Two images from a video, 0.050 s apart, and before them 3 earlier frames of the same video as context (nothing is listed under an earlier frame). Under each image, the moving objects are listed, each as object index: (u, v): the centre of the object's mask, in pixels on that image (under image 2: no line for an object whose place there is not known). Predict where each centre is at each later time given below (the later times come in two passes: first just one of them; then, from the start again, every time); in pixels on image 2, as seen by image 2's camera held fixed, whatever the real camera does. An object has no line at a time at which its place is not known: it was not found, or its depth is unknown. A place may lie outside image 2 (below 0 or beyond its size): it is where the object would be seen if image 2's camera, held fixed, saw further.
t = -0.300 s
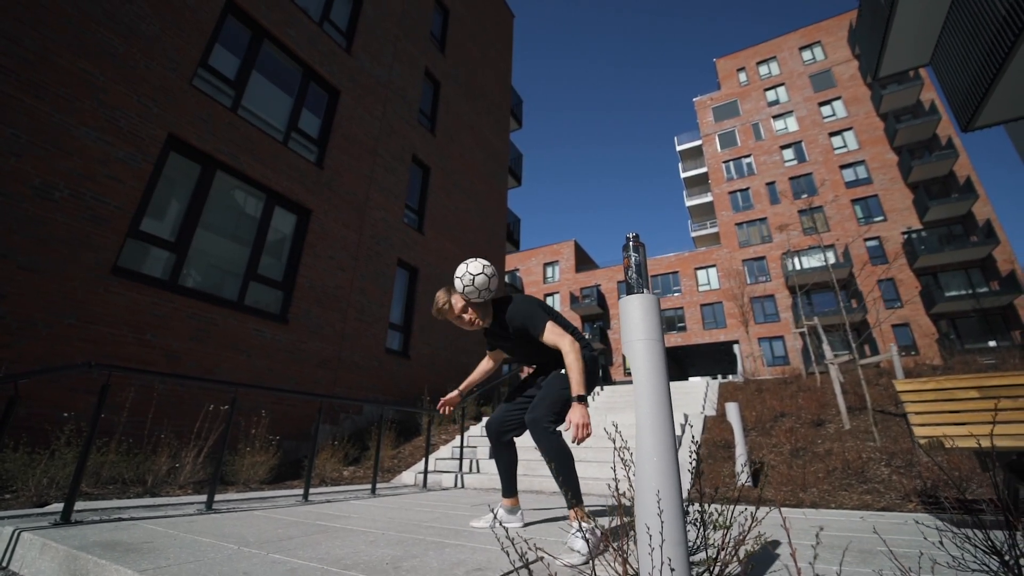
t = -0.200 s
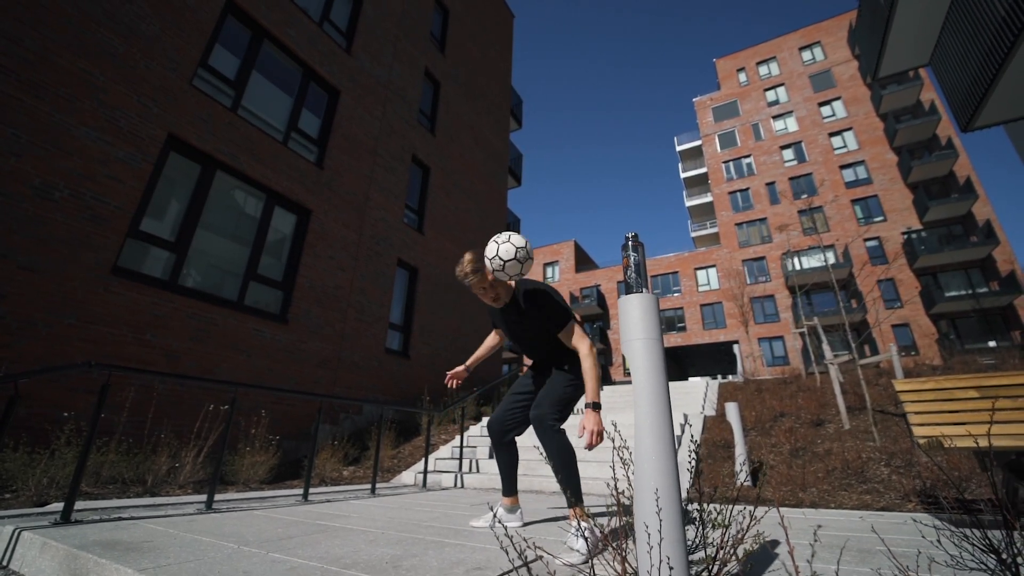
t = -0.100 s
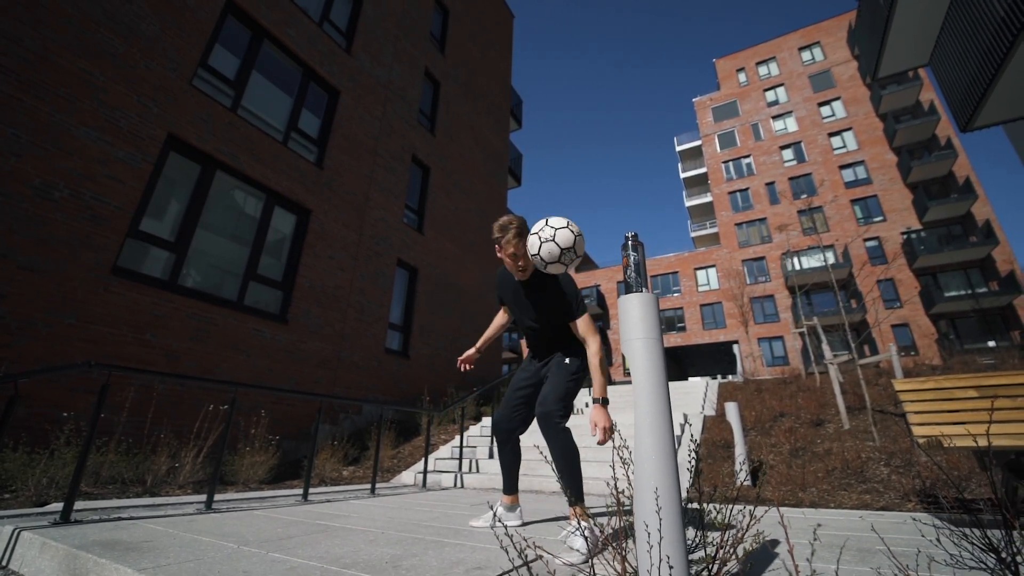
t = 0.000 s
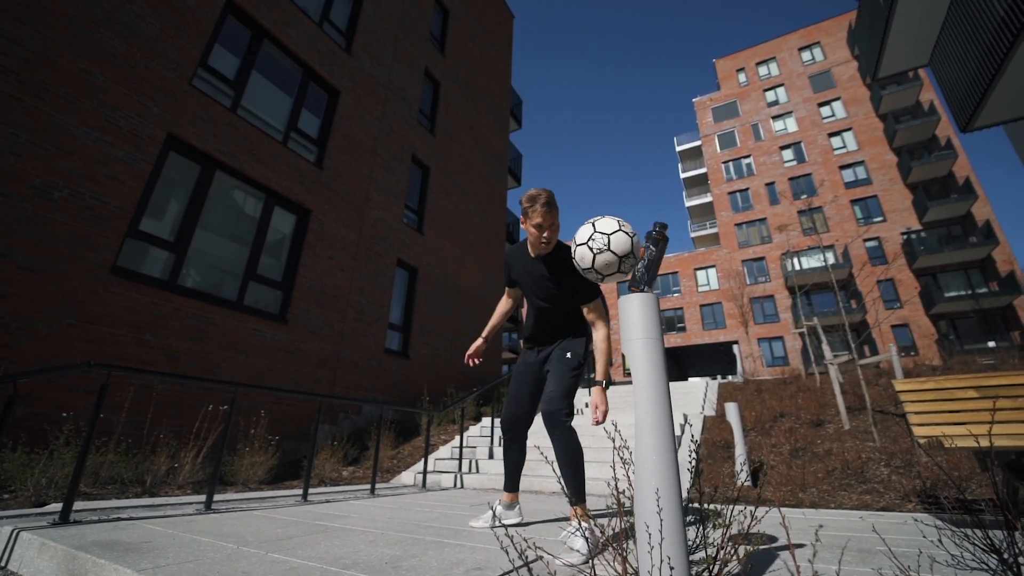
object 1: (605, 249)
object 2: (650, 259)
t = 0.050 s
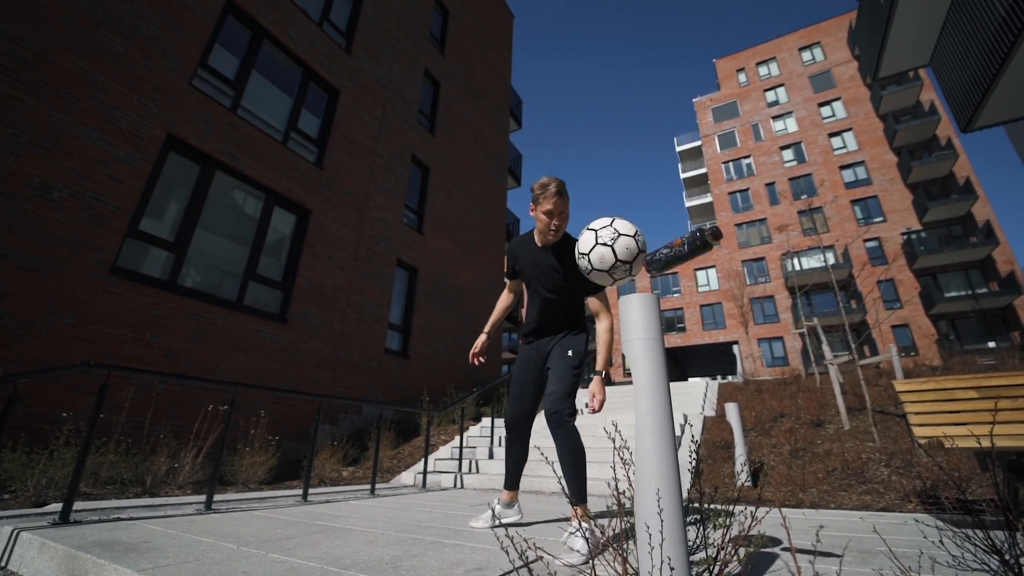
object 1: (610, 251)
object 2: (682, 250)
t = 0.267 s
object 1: (591, 252)
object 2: (905, 316)
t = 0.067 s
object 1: (612, 253)
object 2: (693, 249)
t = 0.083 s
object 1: (614, 257)
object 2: (705, 249)
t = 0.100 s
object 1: (616, 260)
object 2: (716, 250)
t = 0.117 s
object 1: (618, 264)
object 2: (728, 252)
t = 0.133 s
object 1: (618, 267)
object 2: (741, 254)
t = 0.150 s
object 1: (615, 264)
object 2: (754, 256)
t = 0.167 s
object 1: (611, 260)
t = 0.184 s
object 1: (608, 257)
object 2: (786, 264)
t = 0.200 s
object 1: (605, 254)
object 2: (806, 269)
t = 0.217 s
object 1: (601, 252)
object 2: (826, 277)
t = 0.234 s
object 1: (598, 251)
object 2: (849, 288)
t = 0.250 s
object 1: (594, 251)
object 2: (876, 301)
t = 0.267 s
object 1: (591, 252)
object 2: (905, 316)
